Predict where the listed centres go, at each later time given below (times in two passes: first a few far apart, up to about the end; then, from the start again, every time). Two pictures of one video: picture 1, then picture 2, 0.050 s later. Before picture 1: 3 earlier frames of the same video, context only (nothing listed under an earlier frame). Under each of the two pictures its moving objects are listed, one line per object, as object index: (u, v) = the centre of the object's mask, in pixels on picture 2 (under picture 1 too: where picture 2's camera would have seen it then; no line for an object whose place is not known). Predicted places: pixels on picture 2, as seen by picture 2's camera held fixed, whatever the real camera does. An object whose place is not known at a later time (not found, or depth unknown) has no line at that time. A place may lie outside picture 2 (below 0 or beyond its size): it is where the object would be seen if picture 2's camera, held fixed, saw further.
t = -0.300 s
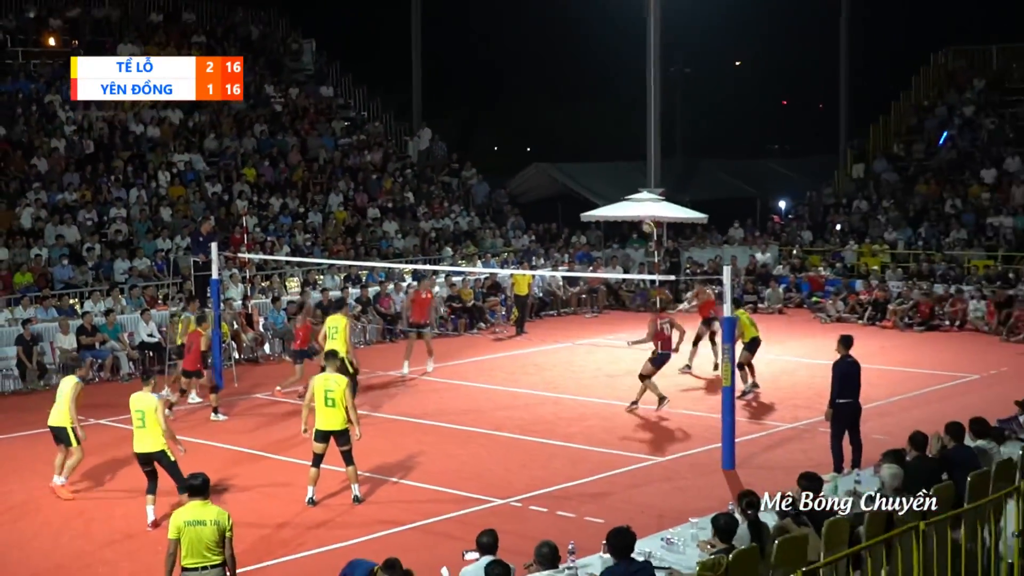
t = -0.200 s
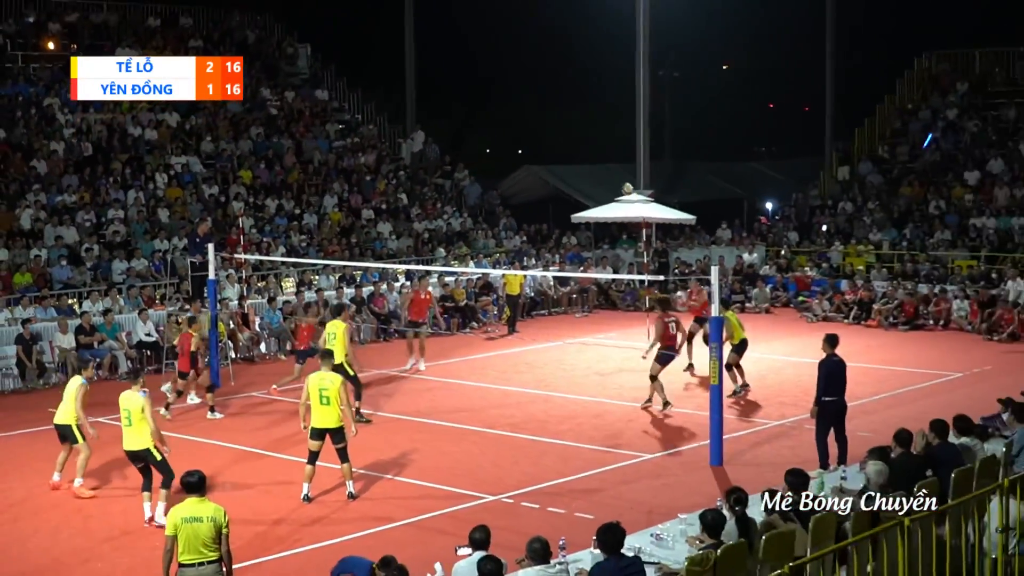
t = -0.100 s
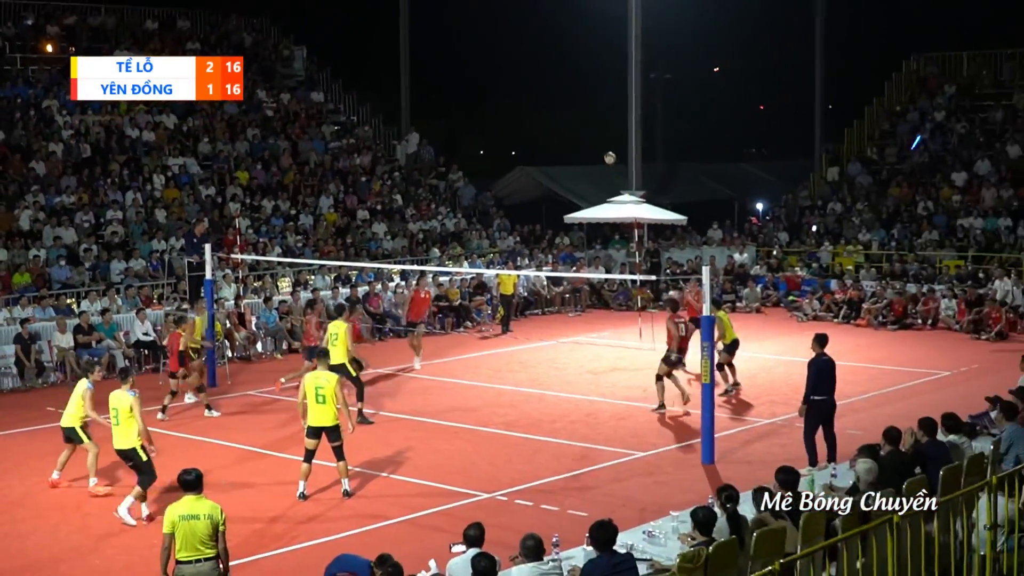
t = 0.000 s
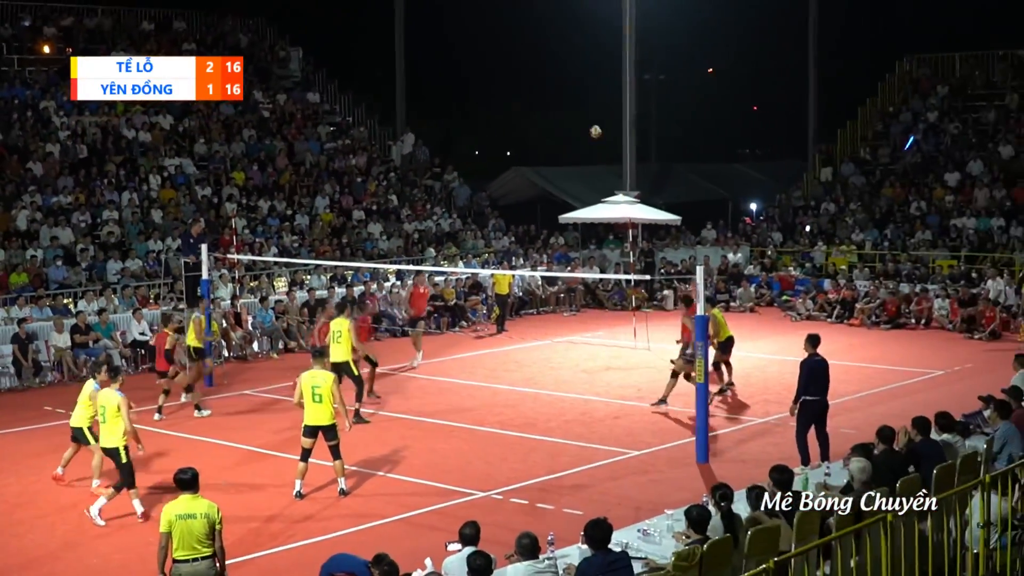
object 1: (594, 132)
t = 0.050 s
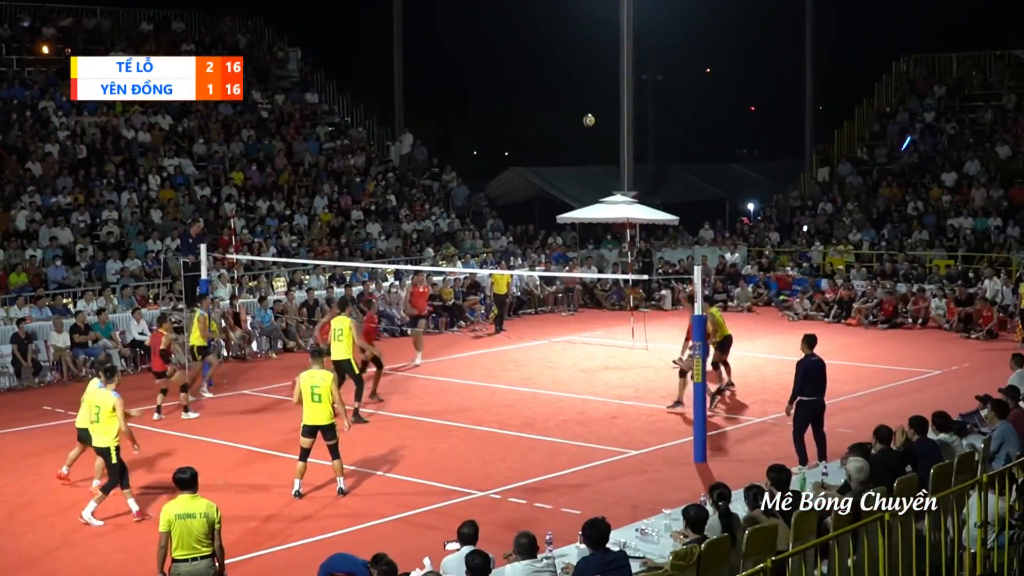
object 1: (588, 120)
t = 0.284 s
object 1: (565, 84)
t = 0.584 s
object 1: (539, 81)
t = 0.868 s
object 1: (518, 123)
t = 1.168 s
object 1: (497, 211)
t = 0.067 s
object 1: (587, 116)
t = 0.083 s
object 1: (585, 113)
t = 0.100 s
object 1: (583, 110)
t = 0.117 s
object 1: (581, 107)
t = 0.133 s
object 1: (580, 104)
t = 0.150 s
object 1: (578, 101)
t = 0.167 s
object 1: (576, 98)
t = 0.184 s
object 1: (574, 96)
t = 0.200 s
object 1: (573, 94)
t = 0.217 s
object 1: (571, 91)
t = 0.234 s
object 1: (569, 90)
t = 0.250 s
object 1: (567, 86)
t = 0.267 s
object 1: (566, 85)
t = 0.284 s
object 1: (565, 84)
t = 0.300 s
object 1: (563, 83)
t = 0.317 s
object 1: (561, 81)
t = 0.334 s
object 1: (559, 81)
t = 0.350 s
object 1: (558, 79)
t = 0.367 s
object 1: (557, 78)
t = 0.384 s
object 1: (555, 78)
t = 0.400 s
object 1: (554, 77)
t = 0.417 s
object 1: (552, 77)
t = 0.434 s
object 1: (551, 77)
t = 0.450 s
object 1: (550, 76)
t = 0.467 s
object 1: (548, 77)
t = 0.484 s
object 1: (547, 77)
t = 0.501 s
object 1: (546, 77)
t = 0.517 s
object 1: (544, 78)
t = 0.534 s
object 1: (543, 78)
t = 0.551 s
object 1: (542, 79)
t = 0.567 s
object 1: (540, 80)
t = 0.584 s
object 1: (539, 81)
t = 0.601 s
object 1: (538, 82)
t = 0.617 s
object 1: (536, 84)
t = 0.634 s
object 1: (535, 85)
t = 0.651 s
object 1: (534, 87)
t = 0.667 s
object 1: (531, 89)
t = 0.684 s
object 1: (531, 91)
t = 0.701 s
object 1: (530, 93)
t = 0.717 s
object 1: (529, 96)
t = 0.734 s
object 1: (528, 98)
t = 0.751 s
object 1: (526, 100)
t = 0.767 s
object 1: (525, 103)
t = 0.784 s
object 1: (522, 106)
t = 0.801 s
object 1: (521, 108)
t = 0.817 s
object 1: (520, 112)
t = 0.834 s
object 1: (519, 115)
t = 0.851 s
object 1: (519, 119)
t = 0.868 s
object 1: (518, 123)
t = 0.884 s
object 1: (516, 126)
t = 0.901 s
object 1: (515, 130)
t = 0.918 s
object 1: (514, 134)
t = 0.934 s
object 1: (513, 139)
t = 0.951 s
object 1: (512, 142)
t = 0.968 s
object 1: (510, 147)
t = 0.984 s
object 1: (509, 152)
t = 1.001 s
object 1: (508, 156)
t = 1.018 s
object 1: (508, 161)
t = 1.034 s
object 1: (507, 167)
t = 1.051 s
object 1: (506, 170)
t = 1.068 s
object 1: (505, 177)
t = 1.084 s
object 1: (503, 183)
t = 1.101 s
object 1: (502, 188)
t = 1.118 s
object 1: (501, 193)
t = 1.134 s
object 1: (499, 200)
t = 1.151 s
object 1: (498, 205)
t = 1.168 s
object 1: (497, 211)
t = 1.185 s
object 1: (496, 218)
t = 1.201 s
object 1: (495, 223)
